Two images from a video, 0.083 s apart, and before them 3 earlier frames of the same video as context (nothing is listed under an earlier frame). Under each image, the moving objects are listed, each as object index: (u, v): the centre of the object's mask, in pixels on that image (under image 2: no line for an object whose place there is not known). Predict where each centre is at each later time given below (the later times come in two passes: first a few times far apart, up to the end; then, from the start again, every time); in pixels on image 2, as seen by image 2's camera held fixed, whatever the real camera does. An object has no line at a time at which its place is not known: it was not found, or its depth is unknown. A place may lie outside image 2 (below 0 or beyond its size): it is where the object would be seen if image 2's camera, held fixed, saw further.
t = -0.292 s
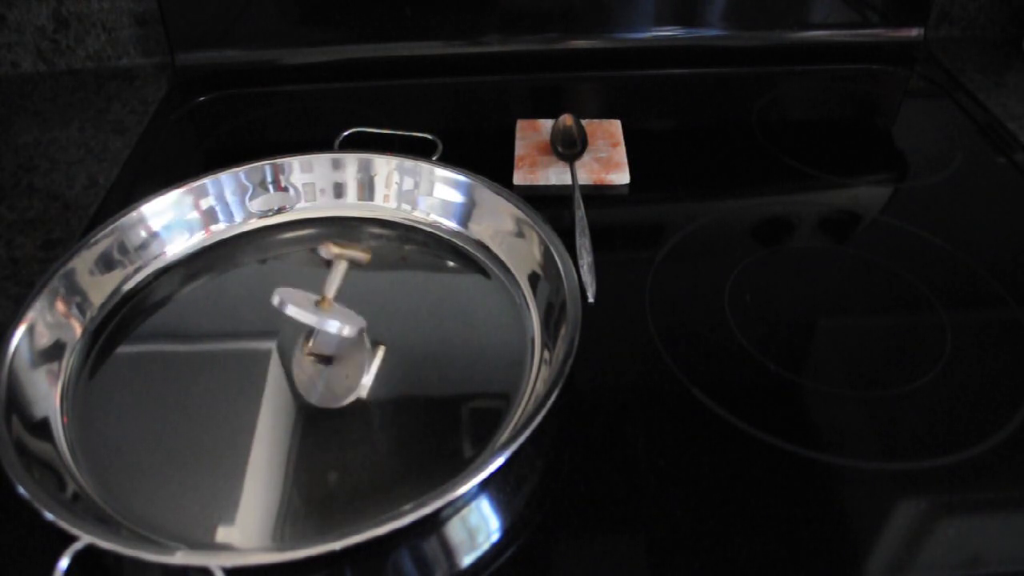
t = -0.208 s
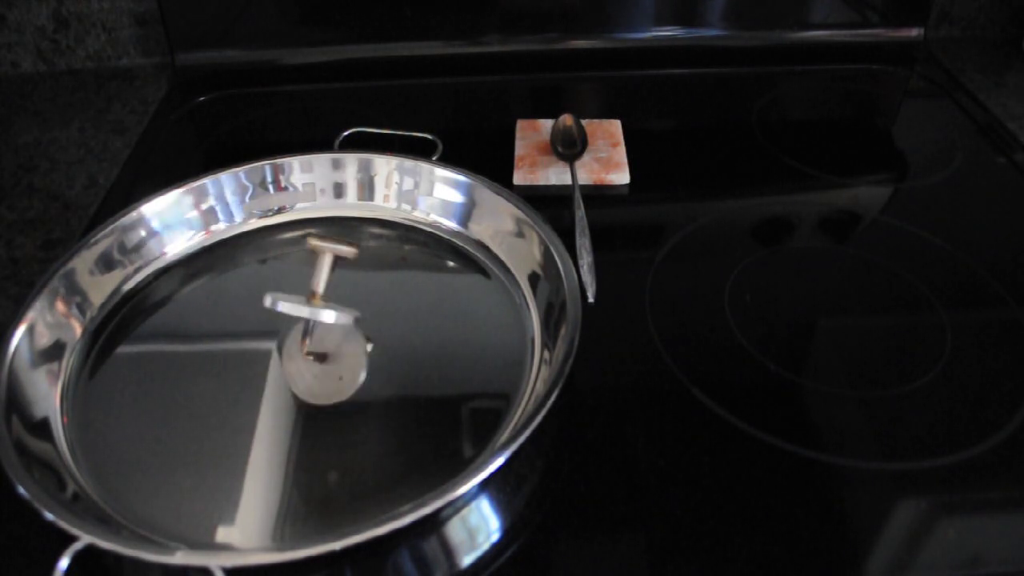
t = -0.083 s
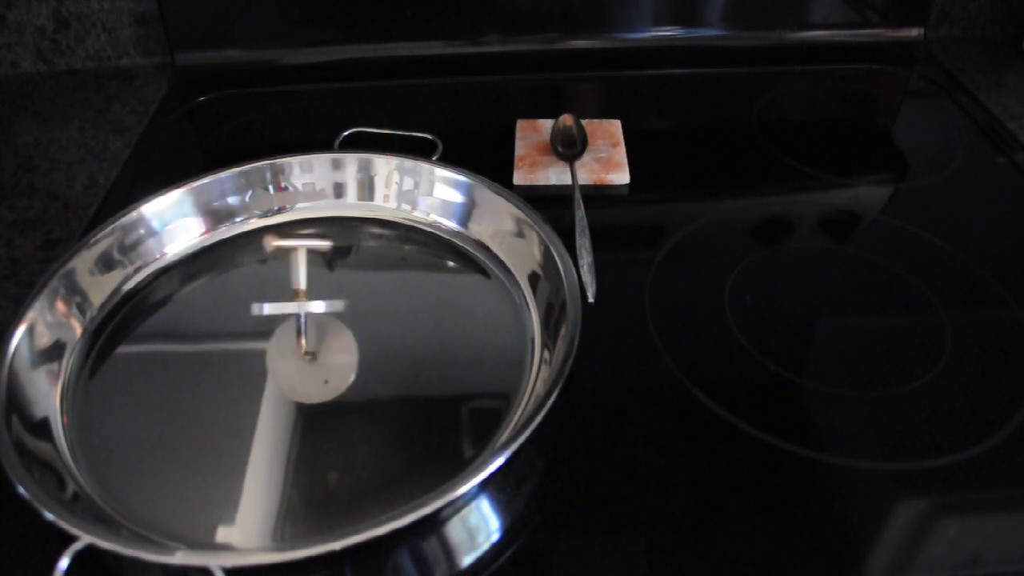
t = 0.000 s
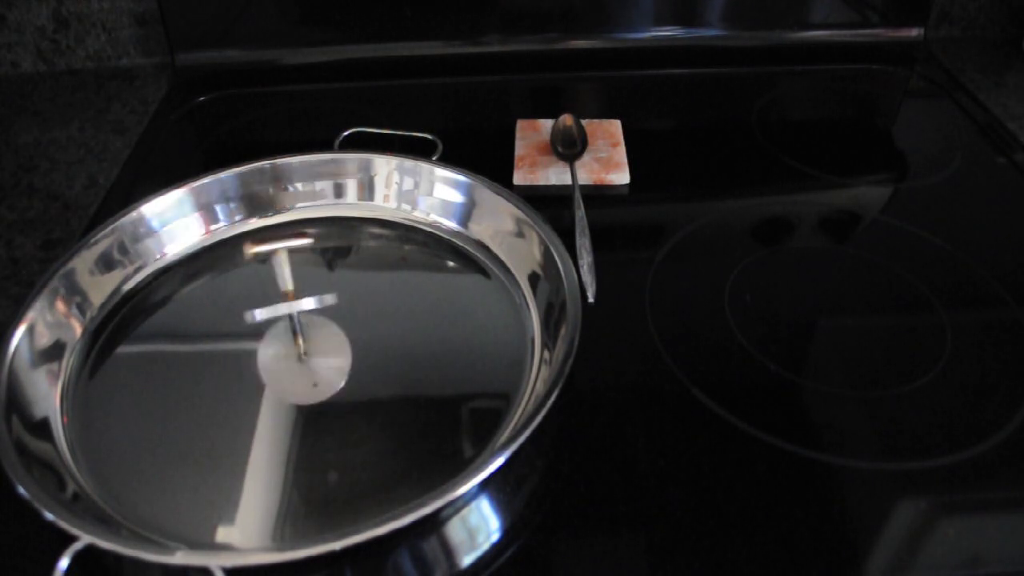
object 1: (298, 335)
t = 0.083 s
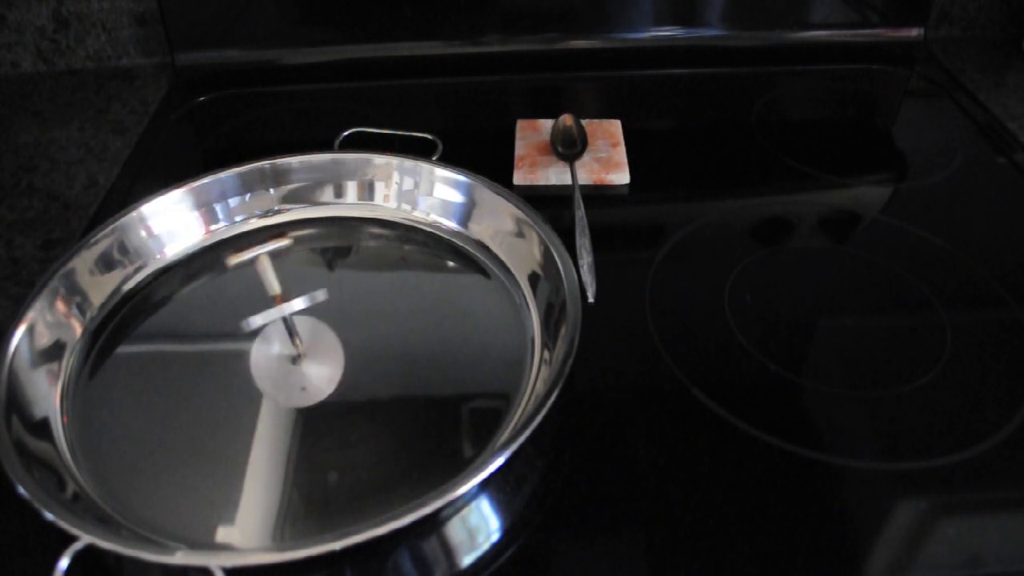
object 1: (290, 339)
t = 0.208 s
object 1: (276, 344)
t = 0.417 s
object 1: (261, 358)
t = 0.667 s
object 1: (277, 374)
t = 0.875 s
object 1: (310, 371)
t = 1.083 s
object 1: (331, 355)
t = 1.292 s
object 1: (339, 342)
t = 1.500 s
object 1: (331, 339)
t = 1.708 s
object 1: (314, 338)
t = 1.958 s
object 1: (281, 344)
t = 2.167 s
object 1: (261, 357)
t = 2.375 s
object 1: (272, 372)
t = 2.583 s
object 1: (301, 377)
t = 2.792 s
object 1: (324, 368)
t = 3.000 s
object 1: (337, 350)
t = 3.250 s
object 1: (333, 336)
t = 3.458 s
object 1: (308, 333)
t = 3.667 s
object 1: (282, 345)
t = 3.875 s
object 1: (265, 359)
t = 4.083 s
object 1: (265, 366)
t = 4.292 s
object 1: (289, 372)
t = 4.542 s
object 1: (324, 366)
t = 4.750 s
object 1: (339, 349)
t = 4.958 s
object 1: (332, 338)
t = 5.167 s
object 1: (311, 334)
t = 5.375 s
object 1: (289, 339)
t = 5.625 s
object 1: (264, 352)
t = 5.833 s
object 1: (265, 371)
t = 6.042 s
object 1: (293, 375)
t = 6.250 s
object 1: (320, 363)
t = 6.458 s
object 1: (337, 349)
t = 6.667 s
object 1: (338, 343)
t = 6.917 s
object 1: (322, 337)
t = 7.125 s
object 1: (297, 335)
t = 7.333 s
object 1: (269, 347)
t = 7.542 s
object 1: (261, 365)
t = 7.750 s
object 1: (283, 378)
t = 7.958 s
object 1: (308, 375)
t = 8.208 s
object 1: (331, 359)
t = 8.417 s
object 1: (338, 342)
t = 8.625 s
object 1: (326, 335)
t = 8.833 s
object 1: (298, 337)
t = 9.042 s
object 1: (275, 349)
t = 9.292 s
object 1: (261, 361)
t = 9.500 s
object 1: (274, 370)
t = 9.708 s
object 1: (303, 376)
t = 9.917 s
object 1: (332, 361)
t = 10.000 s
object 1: (338, 354)
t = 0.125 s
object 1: (285, 340)
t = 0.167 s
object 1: (280, 342)
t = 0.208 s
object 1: (276, 344)
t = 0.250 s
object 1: (272, 346)
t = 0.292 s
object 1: (268, 348)
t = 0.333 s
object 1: (265, 351)
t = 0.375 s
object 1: (262, 355)
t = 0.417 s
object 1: (261, 358)
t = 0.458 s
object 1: (261, 363)
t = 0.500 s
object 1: (261, 367)
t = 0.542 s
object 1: (264, 369)
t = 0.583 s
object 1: (267, 372)
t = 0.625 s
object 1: (272, 375)
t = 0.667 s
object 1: (277, 374)
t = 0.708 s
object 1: (283, 376)
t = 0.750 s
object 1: (290, 377)
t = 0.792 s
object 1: (297, 376)
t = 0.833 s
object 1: (304, 374)
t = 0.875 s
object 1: (310, 371)
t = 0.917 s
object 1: (316, 369)
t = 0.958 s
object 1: (321, 366)
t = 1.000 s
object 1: (325, 363)
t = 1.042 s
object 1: (328, 359)
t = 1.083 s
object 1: (331, 355)
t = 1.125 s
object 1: (334, 350)
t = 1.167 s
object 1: (337, 347)
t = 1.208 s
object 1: (339, 345)
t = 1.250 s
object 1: (339, 343)
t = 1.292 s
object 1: (339, 342)
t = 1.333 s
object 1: (338, 341)
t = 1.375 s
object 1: (337, 340)
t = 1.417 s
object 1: (335, 339)
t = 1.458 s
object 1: (333, 339)
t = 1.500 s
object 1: (331, 339)
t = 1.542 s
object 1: (327, 337)
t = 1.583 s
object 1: (324, 338)
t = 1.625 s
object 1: (321, 339)
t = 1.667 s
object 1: (317, 339)
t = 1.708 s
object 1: (314, 338)
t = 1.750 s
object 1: (308, 338)
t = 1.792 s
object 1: (303, 337)
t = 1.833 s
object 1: (297, 337)
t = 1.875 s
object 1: (292, 339)
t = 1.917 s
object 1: (286, 342)
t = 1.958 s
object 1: (281, 344)
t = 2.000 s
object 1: (276, 346)
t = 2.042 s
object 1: (270, 348)
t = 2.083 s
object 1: (264, 351)
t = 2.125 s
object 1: (262, 355)
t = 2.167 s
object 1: (261, 357)
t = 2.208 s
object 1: (261, 361)
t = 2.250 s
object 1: (261, 364)
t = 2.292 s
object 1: (263, 367)
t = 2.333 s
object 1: (266, 370)
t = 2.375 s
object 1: (272, 372)
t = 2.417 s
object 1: (279, 375)
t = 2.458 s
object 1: (284, 377)
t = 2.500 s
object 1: (290, 377)
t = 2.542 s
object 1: (296, 378)
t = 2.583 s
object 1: (301, 377)
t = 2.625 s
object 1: (306, 376)
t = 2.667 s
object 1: (311, 374)
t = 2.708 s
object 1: (316, 372)
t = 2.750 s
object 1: (320, 370)
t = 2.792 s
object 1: (324, 368)
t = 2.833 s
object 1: (328, 365)
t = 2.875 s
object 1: (331, 362)
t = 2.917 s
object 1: (334, 360)
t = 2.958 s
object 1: (336, 355)
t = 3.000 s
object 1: (337, 350)
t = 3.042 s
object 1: (339, 347)
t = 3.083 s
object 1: (339, 344)
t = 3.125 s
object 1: (339, 342)
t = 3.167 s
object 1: (338, 340)
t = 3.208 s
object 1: (336, 338)
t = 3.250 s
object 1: (333, 336)
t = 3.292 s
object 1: (330, 336)
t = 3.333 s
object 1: (325, 335)
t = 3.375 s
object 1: (320, 333)
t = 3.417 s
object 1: (315, 332)
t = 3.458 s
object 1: (308, 333)
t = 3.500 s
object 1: (302, 336)
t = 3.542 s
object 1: (297, 338)
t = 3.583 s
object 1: (291, 339)
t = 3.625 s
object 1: (286, 341)
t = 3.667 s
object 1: (282, 345)
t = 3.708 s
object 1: (278, 349)
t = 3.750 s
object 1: (275, 352)
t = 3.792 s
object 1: (271, 354)
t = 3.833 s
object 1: (267, 357)
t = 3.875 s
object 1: (265, 359)
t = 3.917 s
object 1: (263, 361)
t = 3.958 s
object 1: (262, 362)
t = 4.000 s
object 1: (262, 364)
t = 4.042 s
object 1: (263, 358)
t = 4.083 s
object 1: (265, 366)
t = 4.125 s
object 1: (268, 368)
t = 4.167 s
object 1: (273, 368)
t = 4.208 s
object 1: (278, 369)
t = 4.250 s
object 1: (284, 371)
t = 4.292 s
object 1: (289, 372)
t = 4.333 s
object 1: (294, 374)
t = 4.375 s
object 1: (300, 374)
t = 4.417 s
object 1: (306, 373)
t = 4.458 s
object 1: (312, 372)
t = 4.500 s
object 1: (319, 369)
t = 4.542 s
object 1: (324, 366)
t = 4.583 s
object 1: (330, 363)
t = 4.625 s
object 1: (333, 360)
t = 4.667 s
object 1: (336, 356)
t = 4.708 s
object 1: (338, 352)
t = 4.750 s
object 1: (339, 349)
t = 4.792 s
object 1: (339, 346)
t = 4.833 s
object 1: (339, 344)
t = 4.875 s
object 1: (337, 343)
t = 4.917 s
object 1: (335, 340)
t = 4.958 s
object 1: (332, 338)
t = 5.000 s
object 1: (328, 336)
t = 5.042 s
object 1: (324, 335)
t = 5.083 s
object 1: (320, 335)
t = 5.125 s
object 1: (316, 333)
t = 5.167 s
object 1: (311, 334)
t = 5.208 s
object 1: (306, 334)
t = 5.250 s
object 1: (302, 334)
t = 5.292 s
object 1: (298, 336)
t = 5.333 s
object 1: (293, 337)
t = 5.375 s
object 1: (289, 339)
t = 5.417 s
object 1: (284, 340)
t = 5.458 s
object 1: (280, 343)
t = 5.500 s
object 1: (276, 344)
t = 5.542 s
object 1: (272, 346)
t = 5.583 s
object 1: (267, 348)
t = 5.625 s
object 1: (264, 352)
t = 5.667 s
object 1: (262, 358)
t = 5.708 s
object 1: (261, 362)
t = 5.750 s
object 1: (262, 366)
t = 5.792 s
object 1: (263, 368)
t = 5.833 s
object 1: (265, 371)
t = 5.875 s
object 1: (269, 370)
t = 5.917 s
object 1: (274, 376)
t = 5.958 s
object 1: (280, 373)
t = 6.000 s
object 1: (286, 375)
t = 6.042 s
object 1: (293, 375)
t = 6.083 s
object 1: (300, 374)
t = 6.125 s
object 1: (305, 372)
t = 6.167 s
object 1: (311, 369)
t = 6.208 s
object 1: (316, 366)
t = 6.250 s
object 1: (320, 363)
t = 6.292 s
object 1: (324, 360)
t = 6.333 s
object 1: (328, 358)
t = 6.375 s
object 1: (331, 355)
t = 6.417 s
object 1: (335, 352)
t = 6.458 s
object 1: (337, 349)
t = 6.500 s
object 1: (339, 347)
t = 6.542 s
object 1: (340, 346)
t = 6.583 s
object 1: (340, 345)
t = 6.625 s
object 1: (339, 344)
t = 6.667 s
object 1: (338, 343)
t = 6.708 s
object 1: (336, 343)
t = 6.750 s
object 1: (334, 342)
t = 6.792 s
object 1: (332, 341)
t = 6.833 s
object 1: (328, 340)
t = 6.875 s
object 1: (325, 338)
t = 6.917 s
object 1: (322, 337)
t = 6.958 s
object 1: (317, 335)
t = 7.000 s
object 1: (314, 335)
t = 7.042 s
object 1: (308, 334)
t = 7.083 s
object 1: (303, 334)
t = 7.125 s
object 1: (297, 335)
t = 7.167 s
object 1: (291, 338)
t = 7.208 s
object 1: (286, 340)
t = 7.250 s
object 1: (280, 343)
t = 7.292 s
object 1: (274, 346)
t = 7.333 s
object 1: (269, 347)
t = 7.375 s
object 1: (264, 351)
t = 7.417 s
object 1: (261, 354)
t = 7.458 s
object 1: (260, 358)
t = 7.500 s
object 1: (260, 362)
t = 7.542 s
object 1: (261, 365)
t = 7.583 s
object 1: (263, 368)
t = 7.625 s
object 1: (267, 371)
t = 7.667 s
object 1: (272, 374)
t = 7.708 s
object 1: (277, 376)
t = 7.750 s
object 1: (283, 378)
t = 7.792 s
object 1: (288, 378)
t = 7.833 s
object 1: (293, 377)
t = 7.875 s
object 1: (298, 378)
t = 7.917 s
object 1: (303, 377)
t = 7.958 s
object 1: (308, 375)
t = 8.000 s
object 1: (313, 373)
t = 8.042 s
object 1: (317, 371)
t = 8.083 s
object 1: (321, 369)
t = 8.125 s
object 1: (325, 366)
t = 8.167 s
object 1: (328, 363)
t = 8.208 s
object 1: (331, 359)
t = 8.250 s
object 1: (334, 354)
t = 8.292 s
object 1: (337, 350)
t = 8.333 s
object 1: (338, 346)
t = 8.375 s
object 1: (338, 344)
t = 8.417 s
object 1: (338, 342)
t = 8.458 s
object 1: (338, 341)
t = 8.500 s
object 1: (336, 339)
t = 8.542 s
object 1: (334, 338)
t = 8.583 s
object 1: (331, 336)
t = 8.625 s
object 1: (326, 335)
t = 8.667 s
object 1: (320, 333)
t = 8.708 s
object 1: (316, 334)
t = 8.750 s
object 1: (310, 335)
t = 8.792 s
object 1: (304, 335)
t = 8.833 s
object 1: (298, 337)
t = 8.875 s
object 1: (293, 340)
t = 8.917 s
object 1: (289, 343)
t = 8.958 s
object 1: (284, 346)
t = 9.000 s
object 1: (280, 348)
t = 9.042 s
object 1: (275, 349)
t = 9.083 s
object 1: (271, 351)
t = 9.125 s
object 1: (268, 355)
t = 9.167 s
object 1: (264, 356)
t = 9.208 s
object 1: (262, 357)
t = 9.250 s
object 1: (261, 360)
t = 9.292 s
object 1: (261, 361)
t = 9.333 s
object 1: (261, 362)
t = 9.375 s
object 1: (263, 364)
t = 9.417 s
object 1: (265, 365)
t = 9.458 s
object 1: (268, 367)
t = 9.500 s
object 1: (274, 370)
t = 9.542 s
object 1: (281, 373)
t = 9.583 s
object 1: (286, 375)
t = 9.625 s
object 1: (291, 376)
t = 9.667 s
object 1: (297, 375)
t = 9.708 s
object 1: (303, 376)
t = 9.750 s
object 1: (310, 374)
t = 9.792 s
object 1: (317, 372)
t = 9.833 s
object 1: (323, 368)
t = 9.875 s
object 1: (328, 365)
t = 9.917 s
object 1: (332, 361)
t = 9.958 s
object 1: (335, 357)
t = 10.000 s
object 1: (338, 354)
